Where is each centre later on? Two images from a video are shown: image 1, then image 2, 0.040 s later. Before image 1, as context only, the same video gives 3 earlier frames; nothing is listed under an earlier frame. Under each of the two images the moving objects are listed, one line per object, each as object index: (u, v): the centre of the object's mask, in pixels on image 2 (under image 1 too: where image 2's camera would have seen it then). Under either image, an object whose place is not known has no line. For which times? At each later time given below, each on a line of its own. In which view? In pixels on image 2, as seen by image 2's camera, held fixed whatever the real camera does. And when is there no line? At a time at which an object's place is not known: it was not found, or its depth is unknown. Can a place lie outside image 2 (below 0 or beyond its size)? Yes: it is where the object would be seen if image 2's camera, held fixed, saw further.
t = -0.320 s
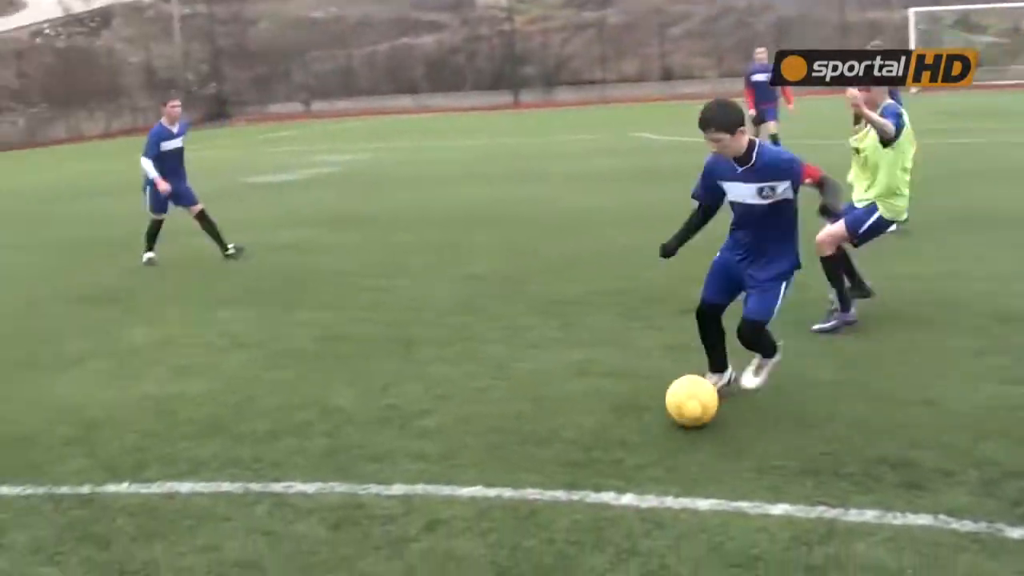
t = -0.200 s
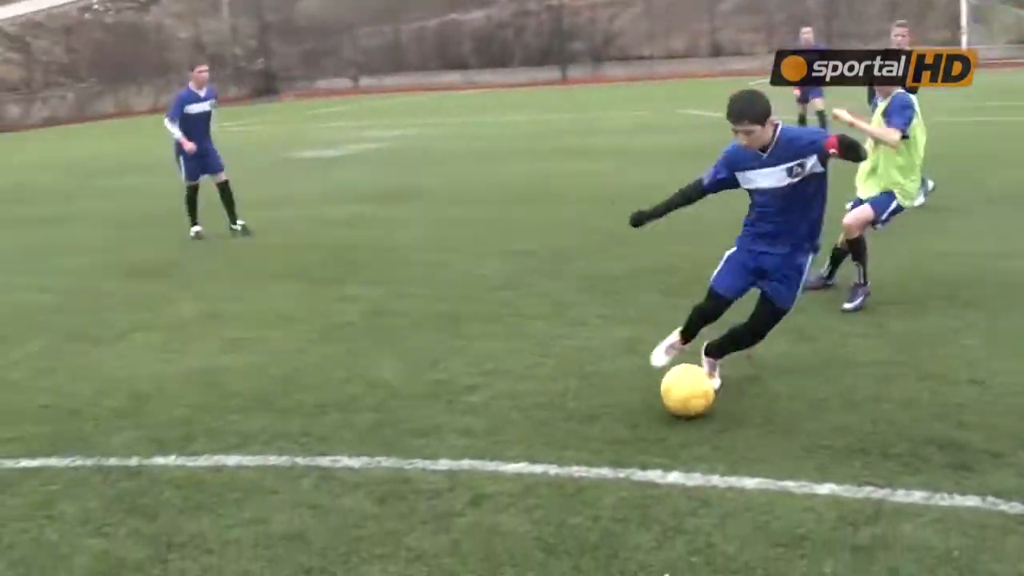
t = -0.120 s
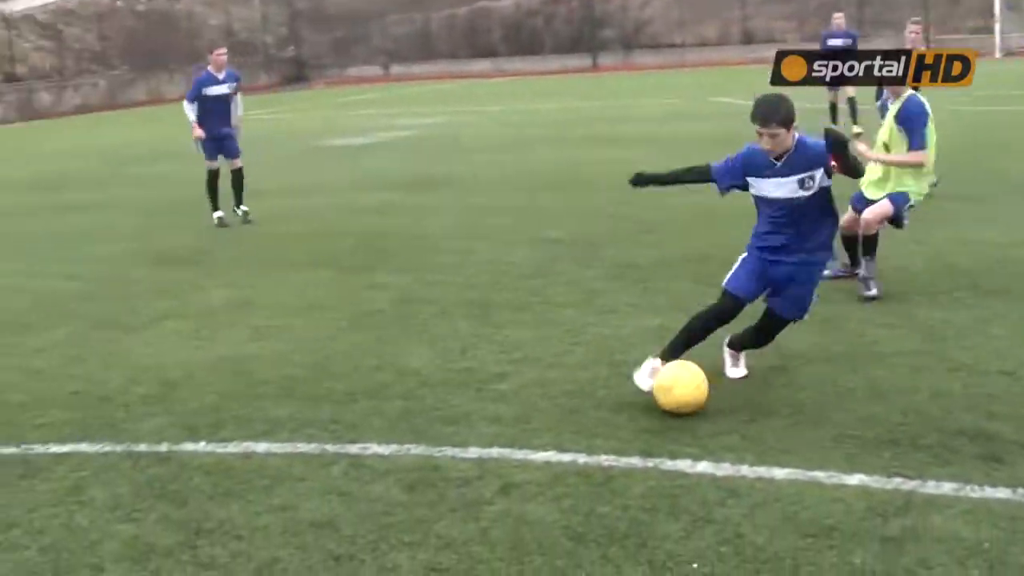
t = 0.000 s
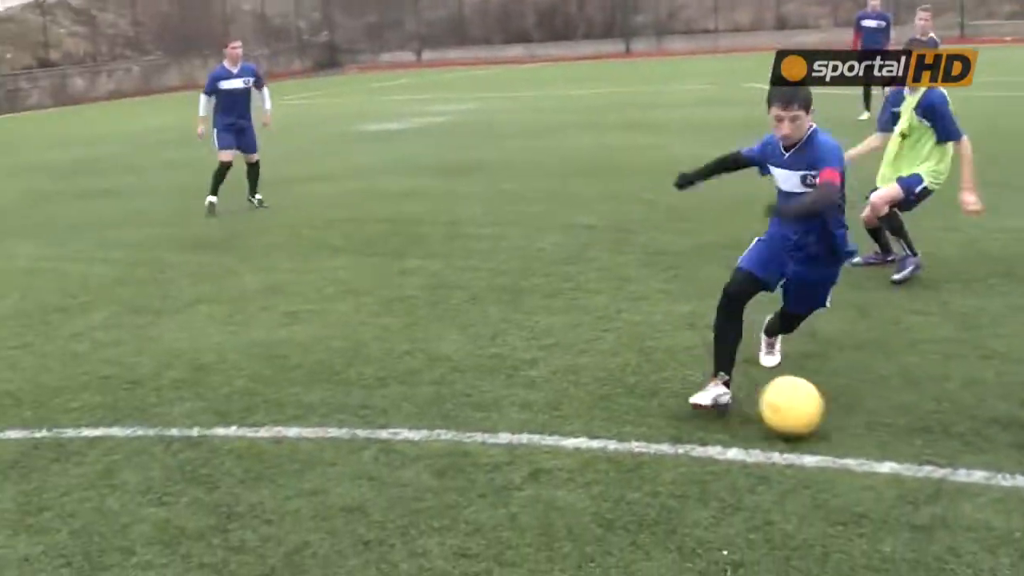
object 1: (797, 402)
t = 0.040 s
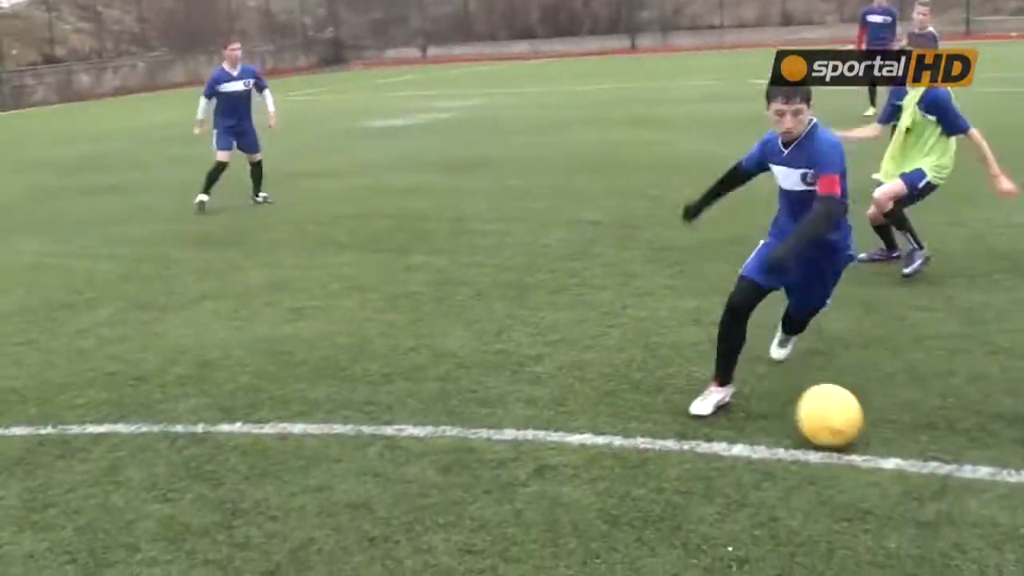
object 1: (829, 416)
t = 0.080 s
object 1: (861, 428)
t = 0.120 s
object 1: (894, 445)
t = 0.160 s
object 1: (929, 460)
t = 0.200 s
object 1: (963, 475)
